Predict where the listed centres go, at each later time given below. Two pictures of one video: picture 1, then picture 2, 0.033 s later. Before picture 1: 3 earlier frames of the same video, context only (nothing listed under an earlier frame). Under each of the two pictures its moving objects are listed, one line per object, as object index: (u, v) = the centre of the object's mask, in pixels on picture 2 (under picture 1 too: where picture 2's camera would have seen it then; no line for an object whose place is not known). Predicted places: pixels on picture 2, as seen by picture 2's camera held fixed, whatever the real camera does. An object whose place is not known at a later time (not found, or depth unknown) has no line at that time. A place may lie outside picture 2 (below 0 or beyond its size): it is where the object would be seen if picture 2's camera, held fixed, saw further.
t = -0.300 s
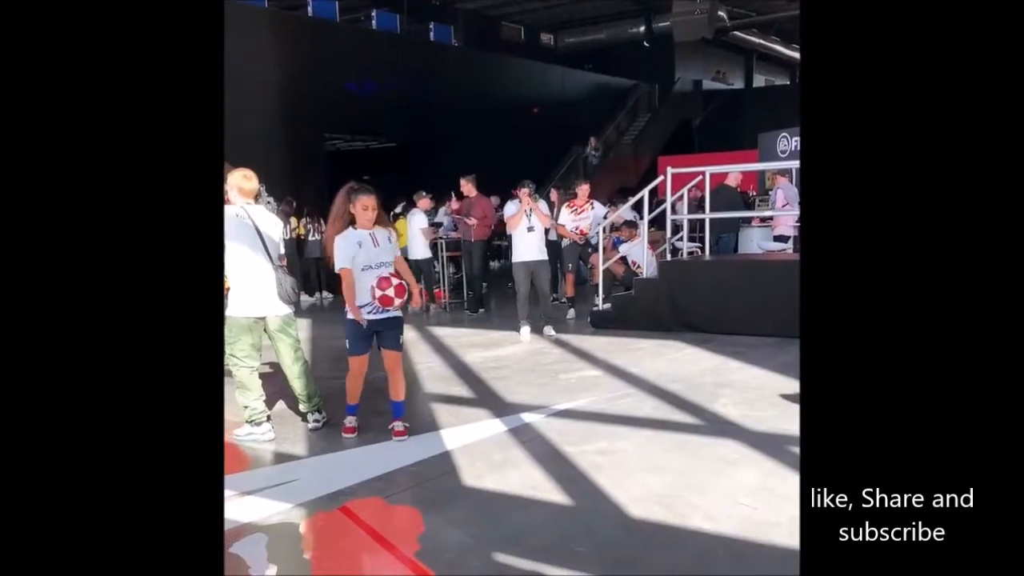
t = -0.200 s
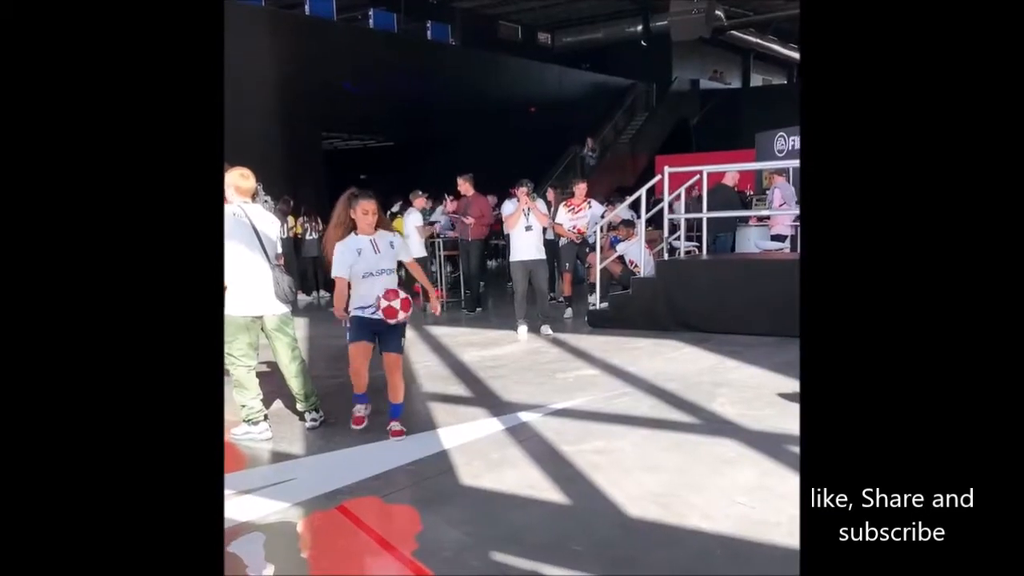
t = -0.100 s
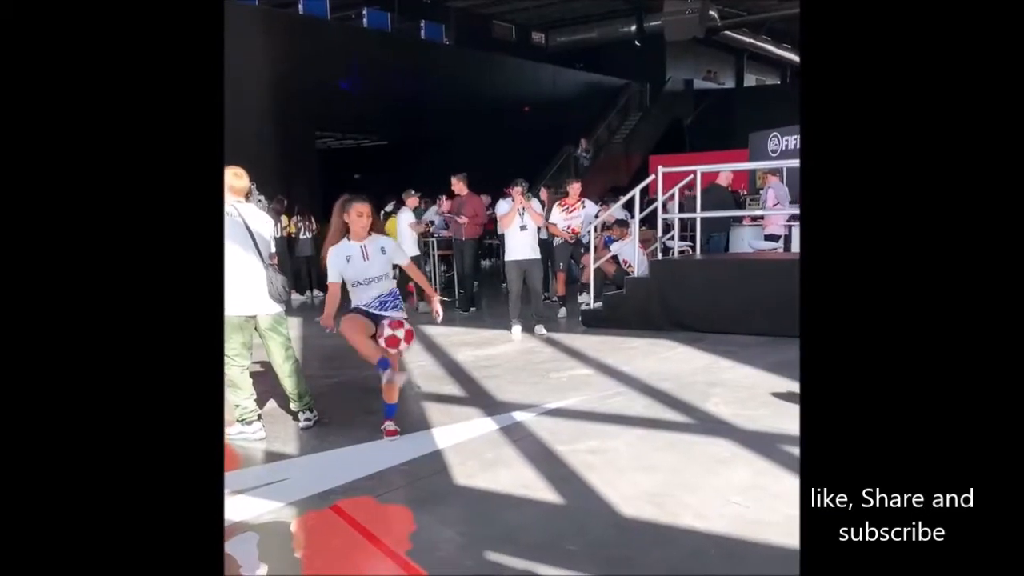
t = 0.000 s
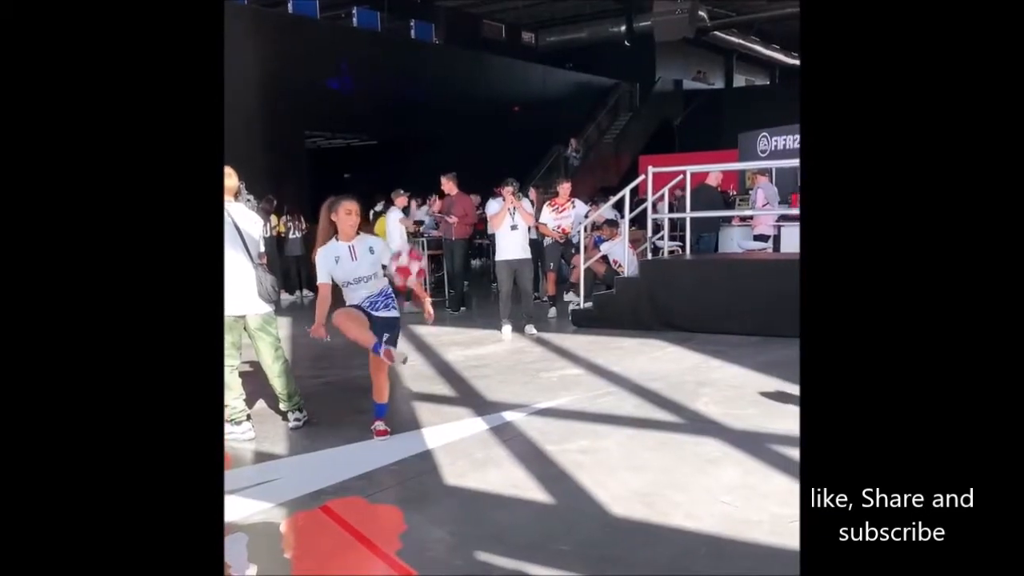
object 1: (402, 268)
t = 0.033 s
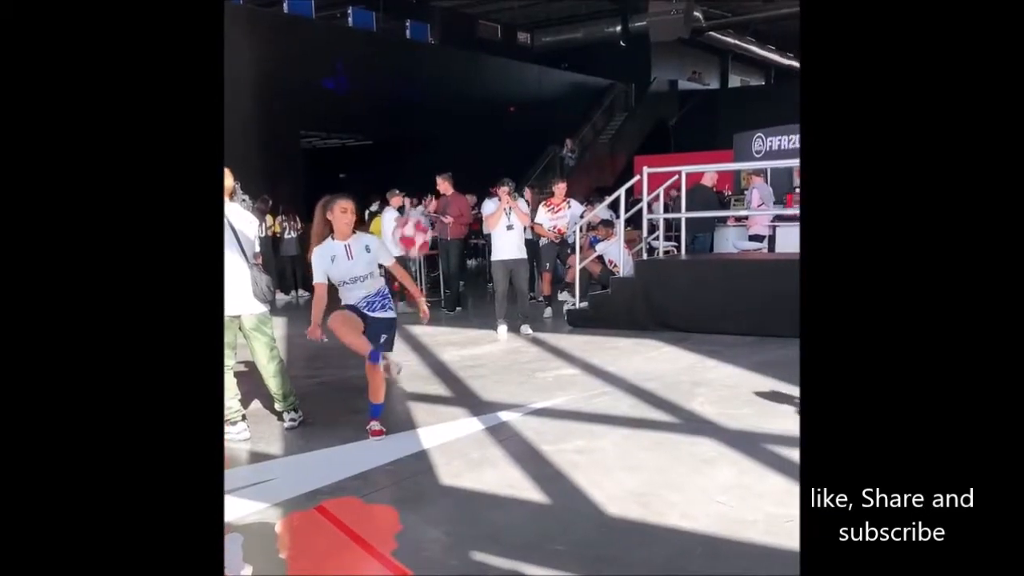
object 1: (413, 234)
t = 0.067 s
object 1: (421, 206)
